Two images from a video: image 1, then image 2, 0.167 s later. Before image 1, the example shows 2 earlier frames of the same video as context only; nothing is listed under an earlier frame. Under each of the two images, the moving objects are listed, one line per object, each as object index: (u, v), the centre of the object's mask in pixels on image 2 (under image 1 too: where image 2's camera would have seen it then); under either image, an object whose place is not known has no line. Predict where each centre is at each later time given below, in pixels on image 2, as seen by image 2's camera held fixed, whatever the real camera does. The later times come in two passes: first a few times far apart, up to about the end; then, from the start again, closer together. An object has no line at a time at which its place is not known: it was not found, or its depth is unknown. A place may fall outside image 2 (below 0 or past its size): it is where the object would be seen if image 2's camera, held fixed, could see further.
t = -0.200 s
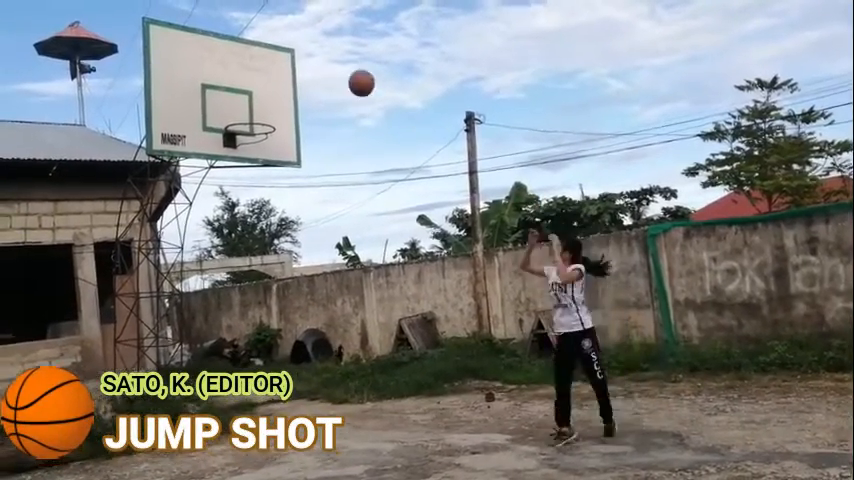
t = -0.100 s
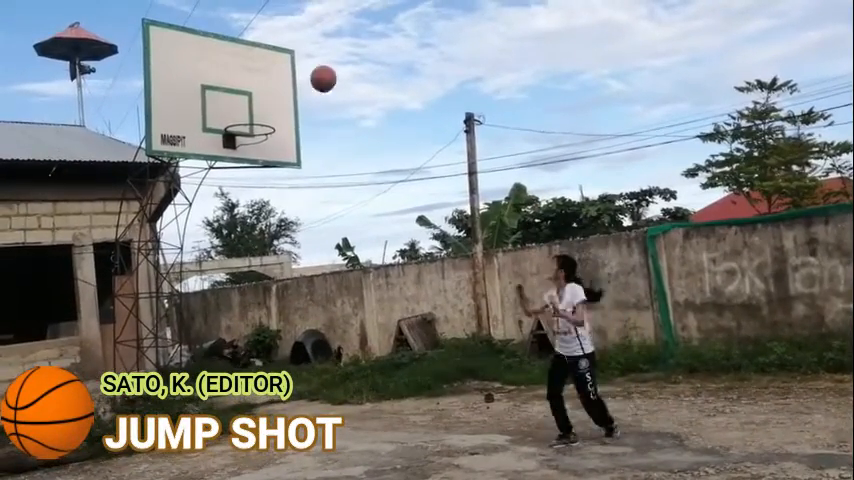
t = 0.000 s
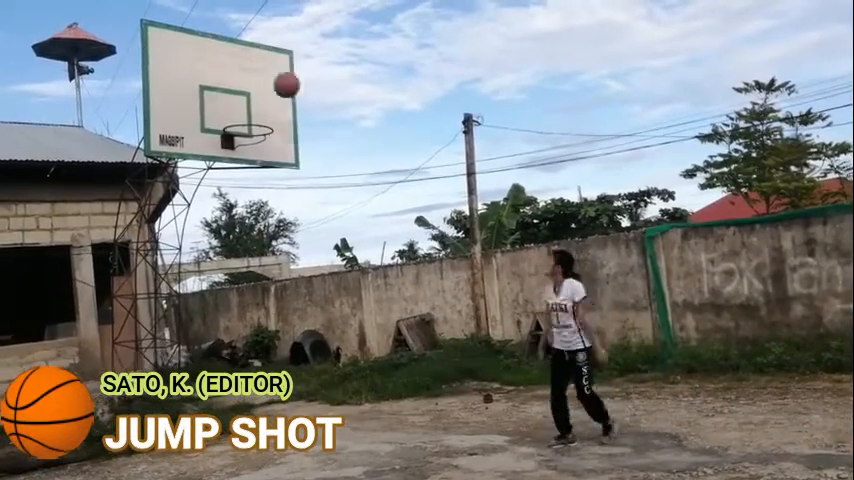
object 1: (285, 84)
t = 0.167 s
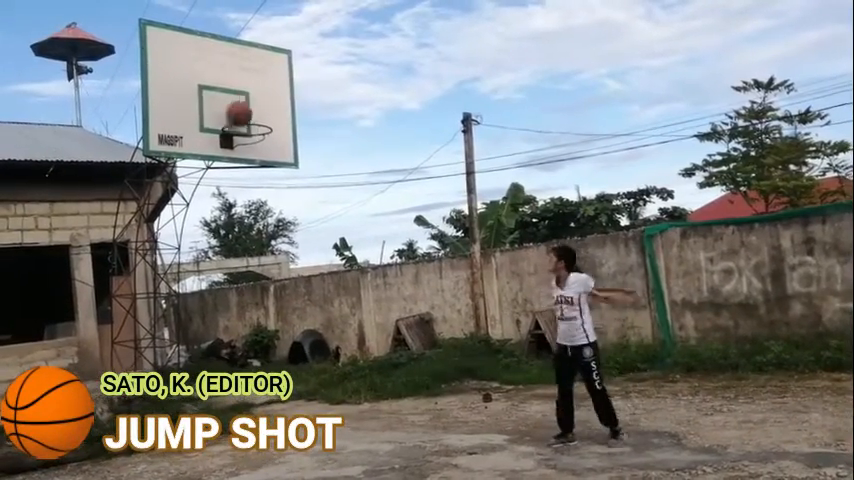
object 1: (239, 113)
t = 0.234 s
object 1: (246, 122)
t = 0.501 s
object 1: (256, 175)
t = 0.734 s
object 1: (287, 280)
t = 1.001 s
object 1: (323, 409)
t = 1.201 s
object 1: (324, 306)
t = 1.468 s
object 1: (330, 233)
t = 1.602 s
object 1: (334, 226)
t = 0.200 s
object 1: (242, 117)
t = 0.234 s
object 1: (246, 122)
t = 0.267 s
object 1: (250, 126)
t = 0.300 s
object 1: (245, 131)
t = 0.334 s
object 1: (239, 137)
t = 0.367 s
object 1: (240, 141)
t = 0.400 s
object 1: (244, 146)
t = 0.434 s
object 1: (248, 153)
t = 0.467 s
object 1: (251, 162)
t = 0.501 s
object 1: (256, 175)
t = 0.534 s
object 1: (260, 185)
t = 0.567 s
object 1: (265, 198)
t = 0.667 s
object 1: (277, 243)
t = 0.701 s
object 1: (283, 261)
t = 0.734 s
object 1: (287, 280)
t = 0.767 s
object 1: (293, 301)
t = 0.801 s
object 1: (299, 322)
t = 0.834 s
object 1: (303, 347)
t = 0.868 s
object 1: (309, 370)
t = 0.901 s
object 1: (314, 398)
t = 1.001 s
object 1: (323, 409)
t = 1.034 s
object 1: (323, 391)
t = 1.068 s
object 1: (323, 369)
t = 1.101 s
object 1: (322, 352)
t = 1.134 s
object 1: (323, 337)
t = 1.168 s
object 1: (323, 320)
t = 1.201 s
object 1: (324, 306)
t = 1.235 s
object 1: (324, 296)
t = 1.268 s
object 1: (324, 281)
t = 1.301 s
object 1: (324, 269)
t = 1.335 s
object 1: (325, 259)
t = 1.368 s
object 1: (326, 251)
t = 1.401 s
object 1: (326, 244)
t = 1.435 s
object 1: (328, 238)
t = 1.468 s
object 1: (330, 233)
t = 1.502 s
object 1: (331, 229)
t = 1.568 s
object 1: (333, 227)
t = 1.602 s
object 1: (334, 226)
